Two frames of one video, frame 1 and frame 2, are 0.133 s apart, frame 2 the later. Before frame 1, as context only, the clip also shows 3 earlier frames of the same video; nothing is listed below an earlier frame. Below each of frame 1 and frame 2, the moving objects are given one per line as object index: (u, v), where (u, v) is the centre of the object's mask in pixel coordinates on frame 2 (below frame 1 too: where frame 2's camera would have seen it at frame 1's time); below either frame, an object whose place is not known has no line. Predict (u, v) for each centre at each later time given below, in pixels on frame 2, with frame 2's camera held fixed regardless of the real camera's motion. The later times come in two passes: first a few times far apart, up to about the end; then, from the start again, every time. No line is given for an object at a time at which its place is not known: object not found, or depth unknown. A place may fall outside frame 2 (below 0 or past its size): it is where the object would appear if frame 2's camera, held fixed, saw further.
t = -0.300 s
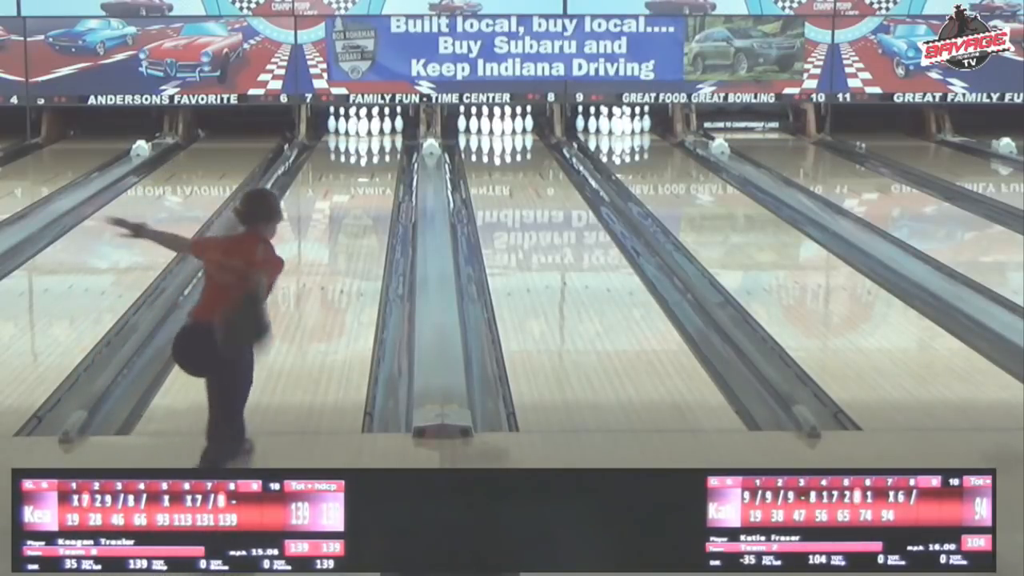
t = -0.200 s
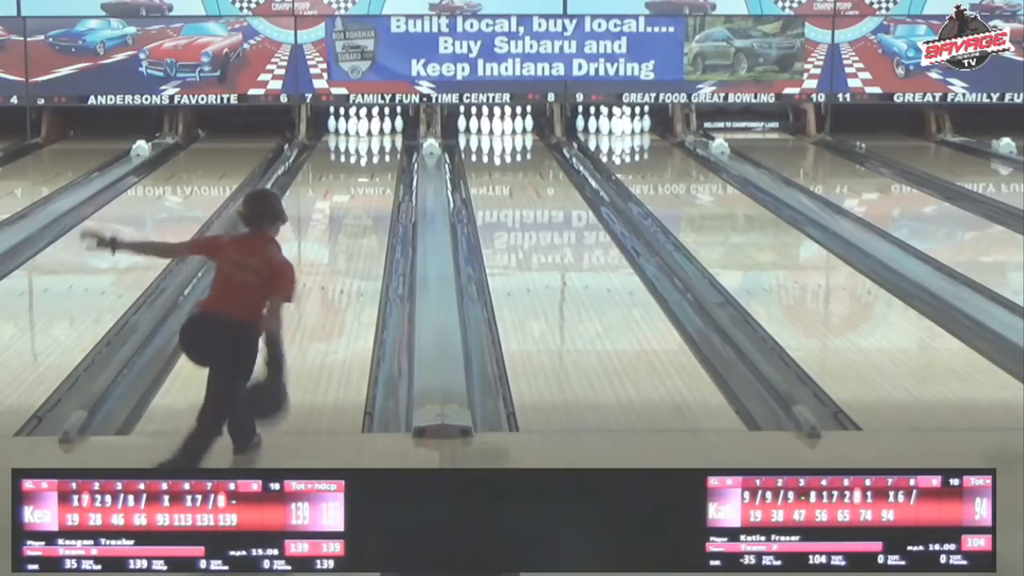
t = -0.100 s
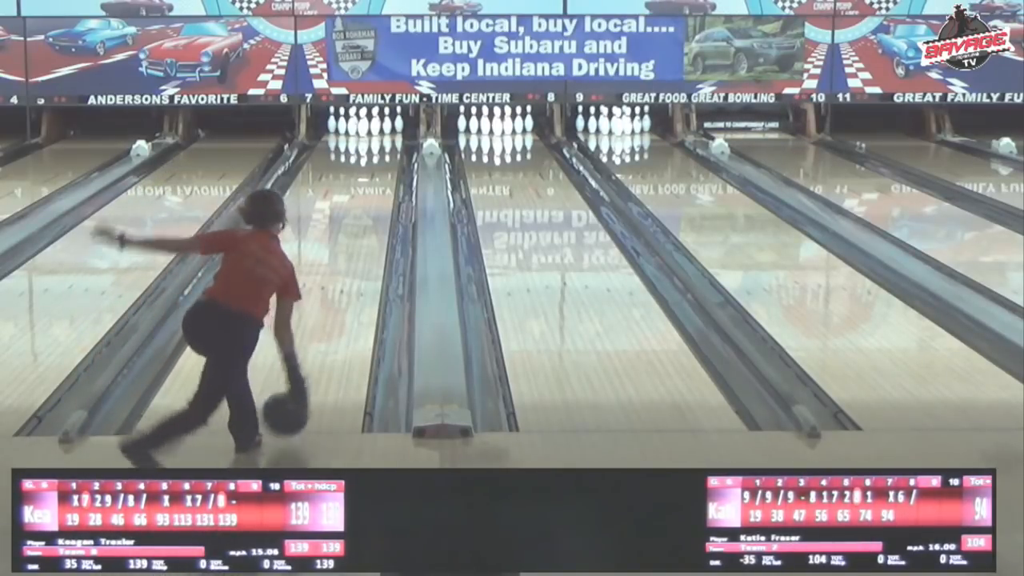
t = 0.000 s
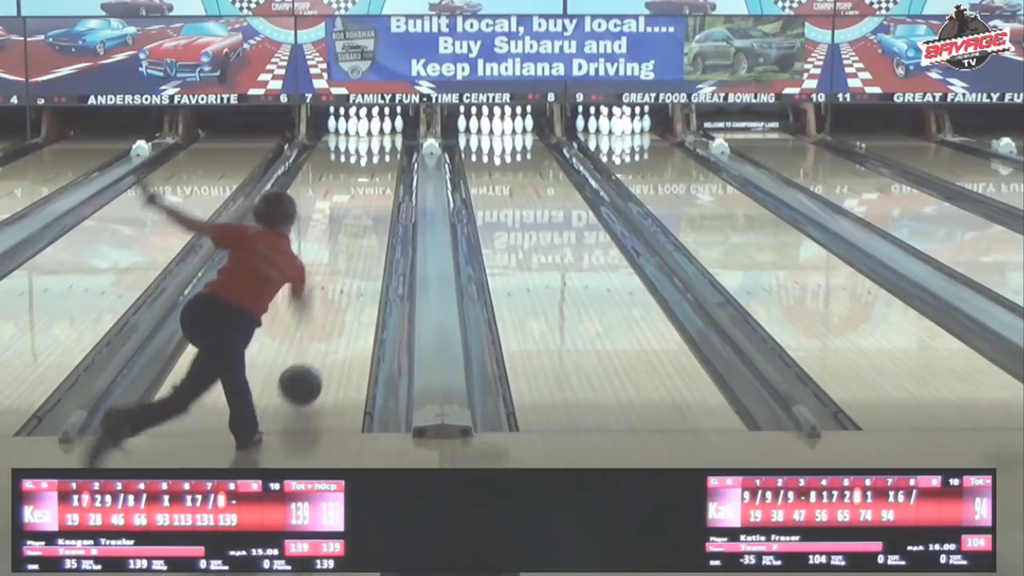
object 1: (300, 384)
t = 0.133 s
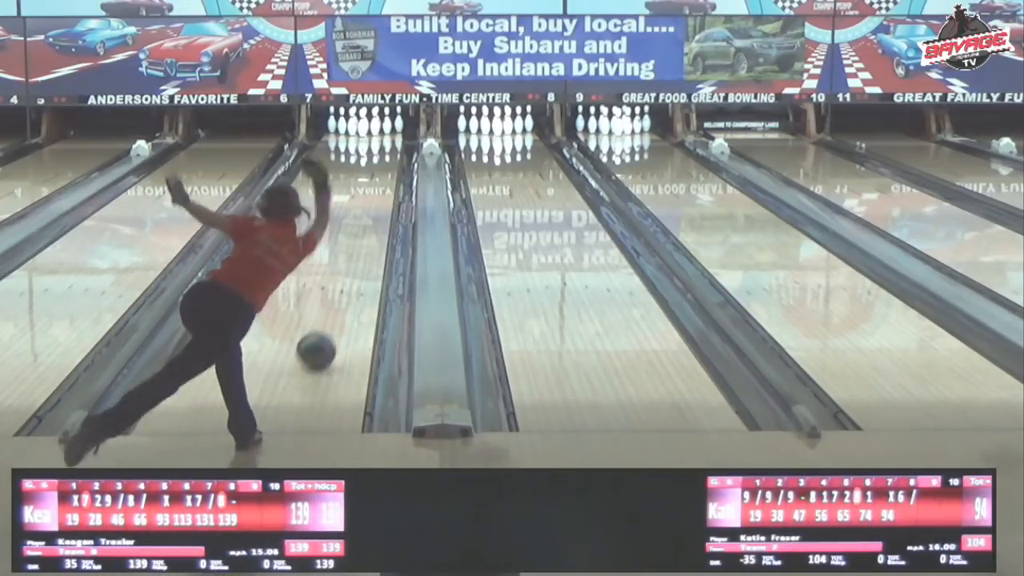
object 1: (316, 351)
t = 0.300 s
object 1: (332, 313)
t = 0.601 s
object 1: (351, 262)
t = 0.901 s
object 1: (364, 224)
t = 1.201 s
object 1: (372, 196)
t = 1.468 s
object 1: (377, 177)
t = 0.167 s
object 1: (320, 342)
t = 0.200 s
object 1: (323, 335)
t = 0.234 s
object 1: (326, 327)
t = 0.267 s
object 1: (329, 320)
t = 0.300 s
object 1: (332, 313)
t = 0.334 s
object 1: (334, 307)
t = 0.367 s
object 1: (337, 300)
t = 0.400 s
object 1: (339, 294)
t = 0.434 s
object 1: (341, 288)
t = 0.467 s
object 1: (343, 282)
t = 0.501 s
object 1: (345, 277)
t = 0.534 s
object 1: (347, 272)
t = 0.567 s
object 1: (349, 267)
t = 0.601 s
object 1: (351, 262)
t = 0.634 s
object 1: (352, 258)
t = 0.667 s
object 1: (354, 253)
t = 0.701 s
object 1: (355, 248)
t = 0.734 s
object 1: (357, 244)
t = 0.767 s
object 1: (358, 240)
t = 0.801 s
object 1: (360, 236)
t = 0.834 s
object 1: (361, 232)
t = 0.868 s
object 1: (362, 228)
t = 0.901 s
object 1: (364, 224)
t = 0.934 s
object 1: (365, 221)
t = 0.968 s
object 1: (366, 217)
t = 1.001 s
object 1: (367, 214)
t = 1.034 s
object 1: (368, 211)
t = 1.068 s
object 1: (369, 208)
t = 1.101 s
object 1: (370, 204)
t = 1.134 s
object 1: (370, 202)
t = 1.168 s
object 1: (371, 199)
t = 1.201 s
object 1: (372, 196)
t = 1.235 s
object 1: (373, 193)
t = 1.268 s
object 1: (374, 190)
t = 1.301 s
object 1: (374, 188)
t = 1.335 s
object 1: (375, 185)
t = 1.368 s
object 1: (375, 183)
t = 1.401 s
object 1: (376, 181)
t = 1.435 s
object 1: (376, 179)
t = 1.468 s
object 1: (377, 177)
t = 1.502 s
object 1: (377, 175)
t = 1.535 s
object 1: (378, 173)
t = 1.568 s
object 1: (378, 170)
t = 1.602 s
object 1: (378, 169)
